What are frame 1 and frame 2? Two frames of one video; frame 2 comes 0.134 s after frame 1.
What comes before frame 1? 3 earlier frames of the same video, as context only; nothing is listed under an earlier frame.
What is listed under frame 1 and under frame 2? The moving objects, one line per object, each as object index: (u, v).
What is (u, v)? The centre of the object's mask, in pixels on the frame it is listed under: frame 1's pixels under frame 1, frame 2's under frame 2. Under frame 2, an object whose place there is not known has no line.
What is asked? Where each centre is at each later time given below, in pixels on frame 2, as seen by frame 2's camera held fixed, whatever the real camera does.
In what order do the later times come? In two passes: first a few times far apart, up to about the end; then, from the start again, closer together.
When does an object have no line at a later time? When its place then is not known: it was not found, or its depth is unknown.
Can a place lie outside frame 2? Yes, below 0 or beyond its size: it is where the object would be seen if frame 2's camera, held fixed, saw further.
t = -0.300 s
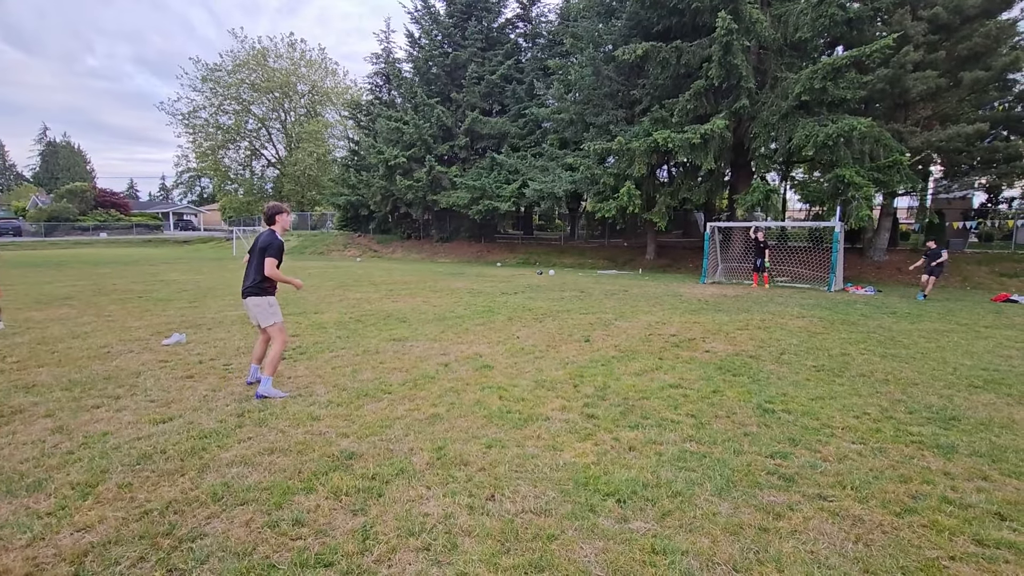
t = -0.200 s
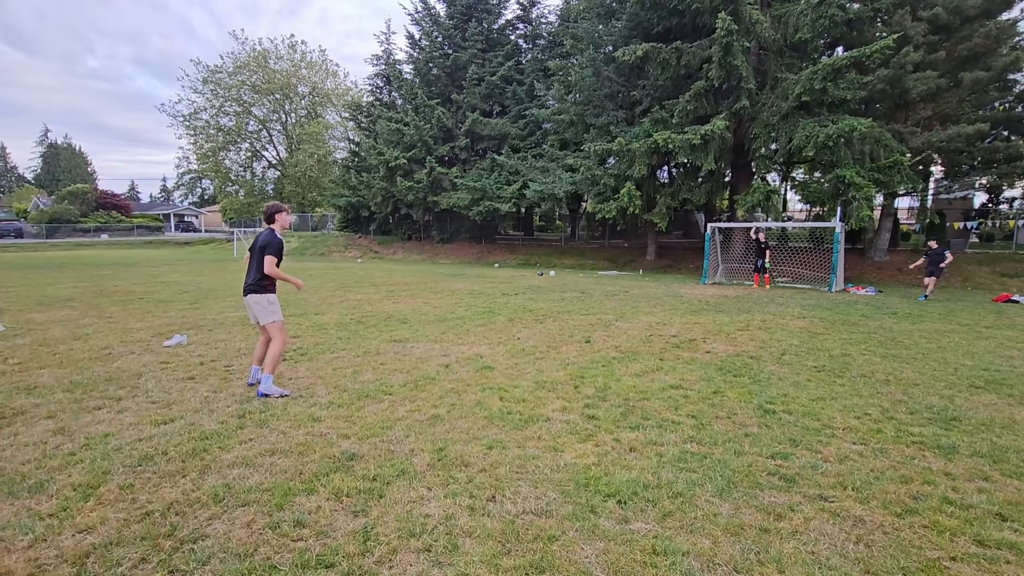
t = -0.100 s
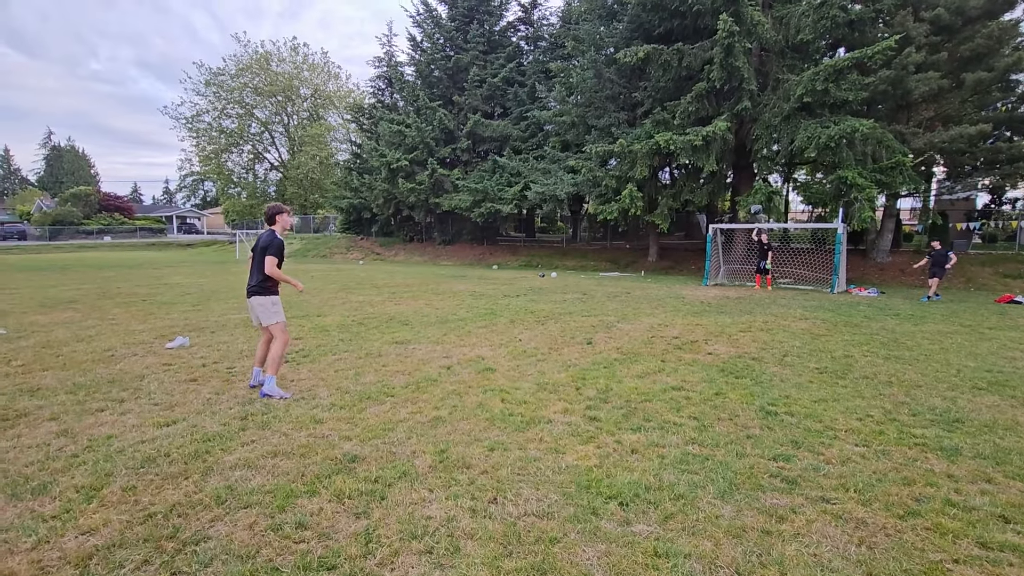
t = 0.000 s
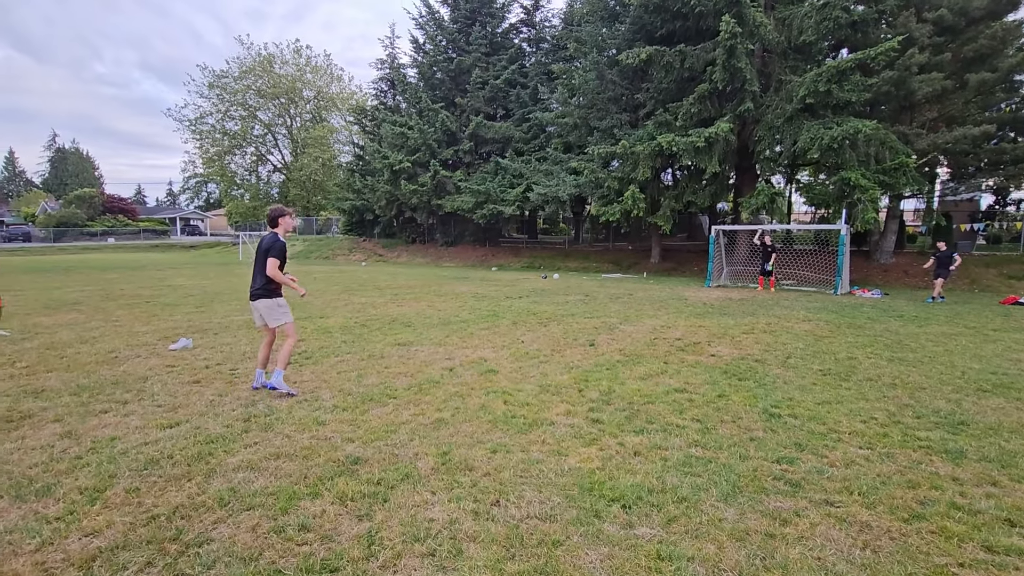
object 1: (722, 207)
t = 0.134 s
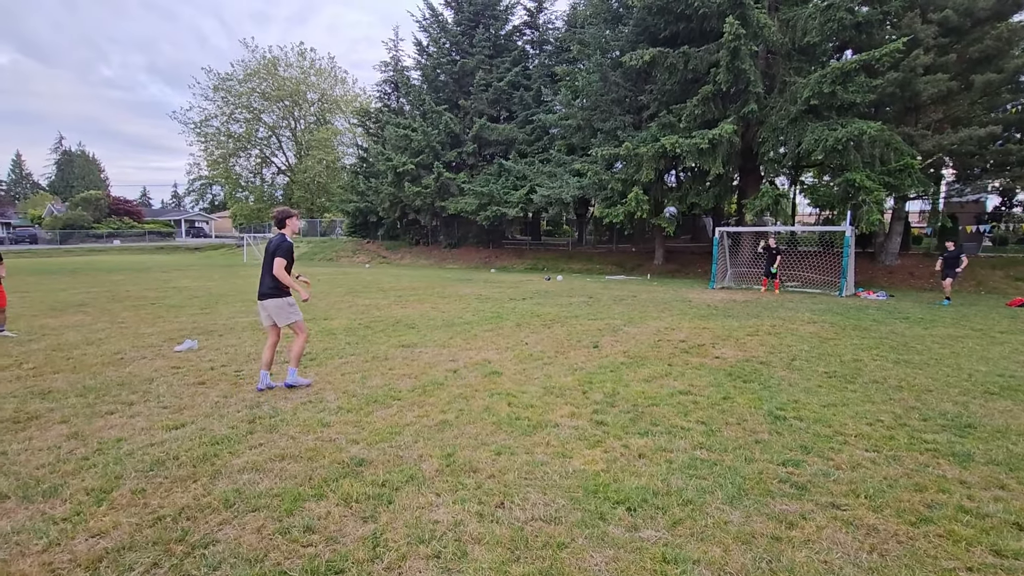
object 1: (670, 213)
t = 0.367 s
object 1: (546, 247)
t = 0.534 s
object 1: (429, 306)
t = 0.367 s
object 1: (546, 247)
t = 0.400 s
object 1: (525, 256)
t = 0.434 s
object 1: (503, 267)
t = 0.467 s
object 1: (480, 278)
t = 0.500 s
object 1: (455, 292)
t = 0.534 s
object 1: (429, 306)
